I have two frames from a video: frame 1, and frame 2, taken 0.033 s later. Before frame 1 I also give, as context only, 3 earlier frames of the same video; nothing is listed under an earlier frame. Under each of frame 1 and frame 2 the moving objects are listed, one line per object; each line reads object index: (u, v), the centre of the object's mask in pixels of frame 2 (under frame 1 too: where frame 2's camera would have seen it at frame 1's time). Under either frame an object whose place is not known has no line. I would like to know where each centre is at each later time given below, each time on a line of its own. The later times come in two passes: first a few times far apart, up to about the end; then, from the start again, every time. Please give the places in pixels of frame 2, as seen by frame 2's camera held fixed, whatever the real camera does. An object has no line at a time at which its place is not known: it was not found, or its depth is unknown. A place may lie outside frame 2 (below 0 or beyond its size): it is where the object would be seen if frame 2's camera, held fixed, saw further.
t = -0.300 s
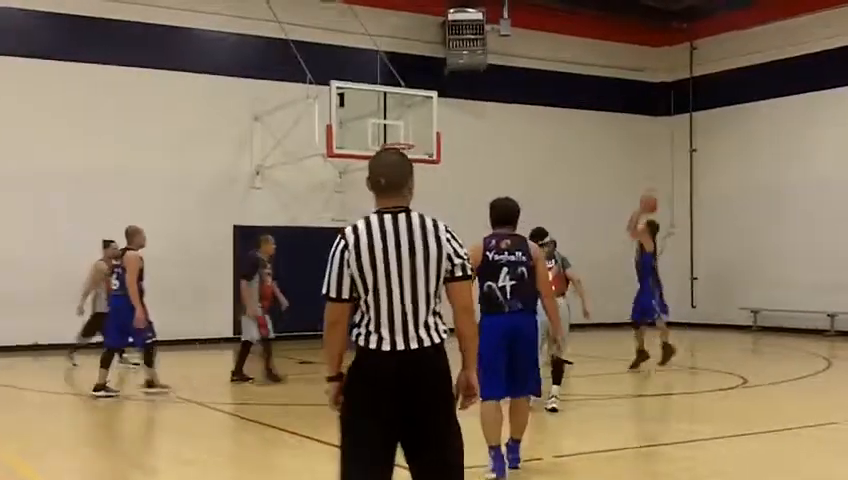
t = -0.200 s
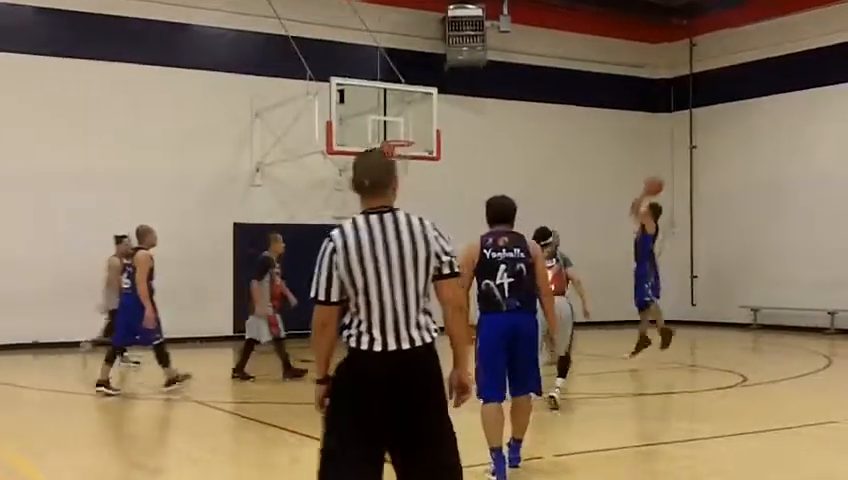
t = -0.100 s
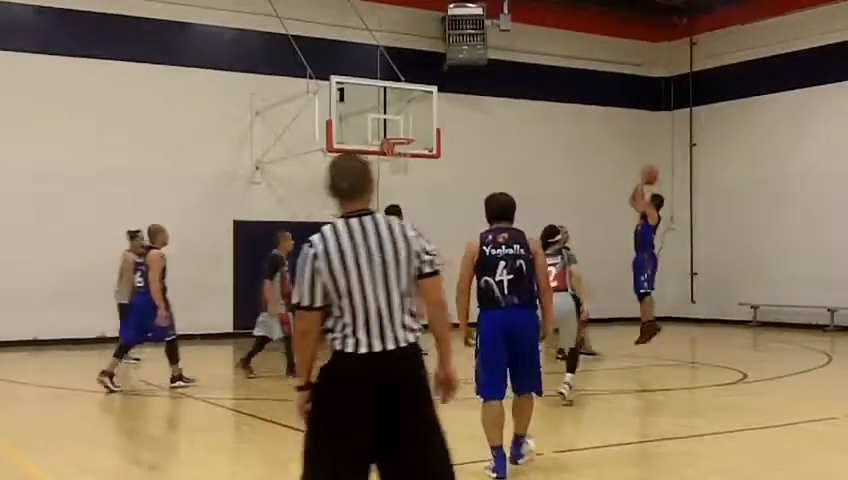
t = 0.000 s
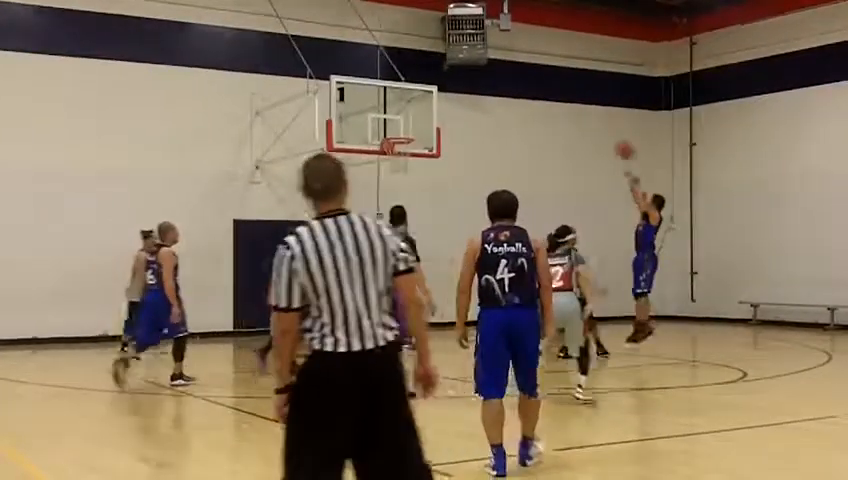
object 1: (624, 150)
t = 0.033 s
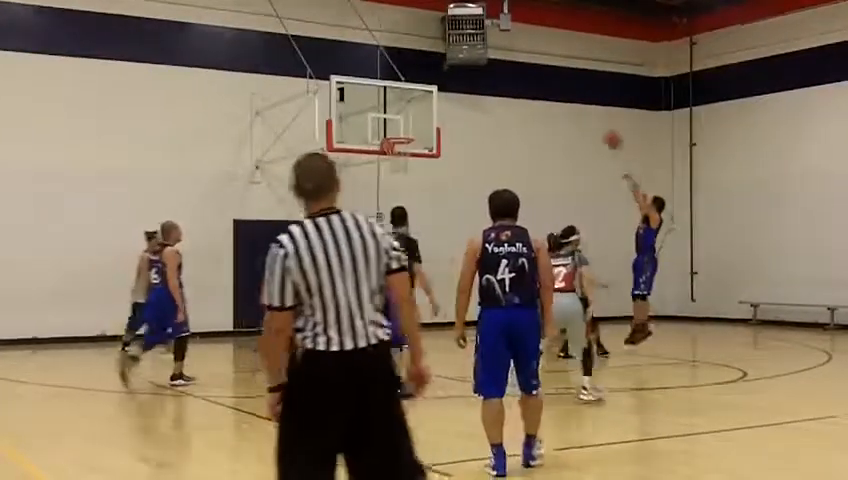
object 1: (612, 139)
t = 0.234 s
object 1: (547, 99)
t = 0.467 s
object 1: (478, 91)
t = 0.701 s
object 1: (415, 124)
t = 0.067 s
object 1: (601, 131)
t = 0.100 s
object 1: (589, 123)
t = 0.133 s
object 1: (578, 117)
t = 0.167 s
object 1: (567, 111)
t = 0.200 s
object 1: (558, 103)
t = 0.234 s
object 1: (547, 99)
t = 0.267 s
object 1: (536, 96)
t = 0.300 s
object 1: (526, 94)
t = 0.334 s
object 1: (517, 92)
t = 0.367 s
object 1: (506, 91)
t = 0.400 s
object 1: (496, 91)
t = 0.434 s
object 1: (487, 91)
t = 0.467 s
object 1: (478, 91)
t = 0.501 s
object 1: (468, 95)
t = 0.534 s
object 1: (458, 100)
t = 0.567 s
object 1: (450, 103)
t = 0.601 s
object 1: (440, 109)
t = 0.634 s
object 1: (432, 112)
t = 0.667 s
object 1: (423, 118)
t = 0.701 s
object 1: (415, 124)
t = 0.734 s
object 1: (407, 132)
